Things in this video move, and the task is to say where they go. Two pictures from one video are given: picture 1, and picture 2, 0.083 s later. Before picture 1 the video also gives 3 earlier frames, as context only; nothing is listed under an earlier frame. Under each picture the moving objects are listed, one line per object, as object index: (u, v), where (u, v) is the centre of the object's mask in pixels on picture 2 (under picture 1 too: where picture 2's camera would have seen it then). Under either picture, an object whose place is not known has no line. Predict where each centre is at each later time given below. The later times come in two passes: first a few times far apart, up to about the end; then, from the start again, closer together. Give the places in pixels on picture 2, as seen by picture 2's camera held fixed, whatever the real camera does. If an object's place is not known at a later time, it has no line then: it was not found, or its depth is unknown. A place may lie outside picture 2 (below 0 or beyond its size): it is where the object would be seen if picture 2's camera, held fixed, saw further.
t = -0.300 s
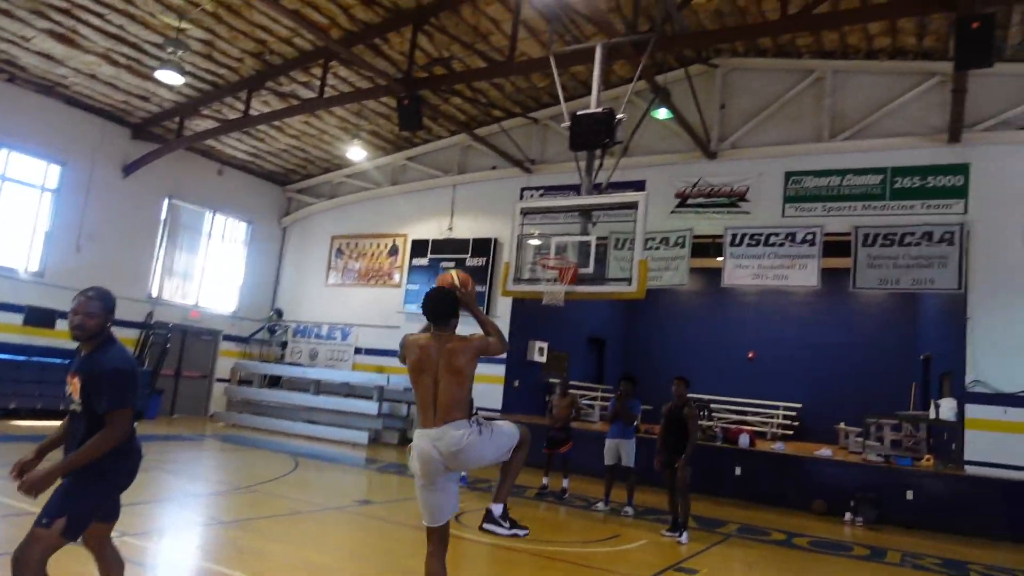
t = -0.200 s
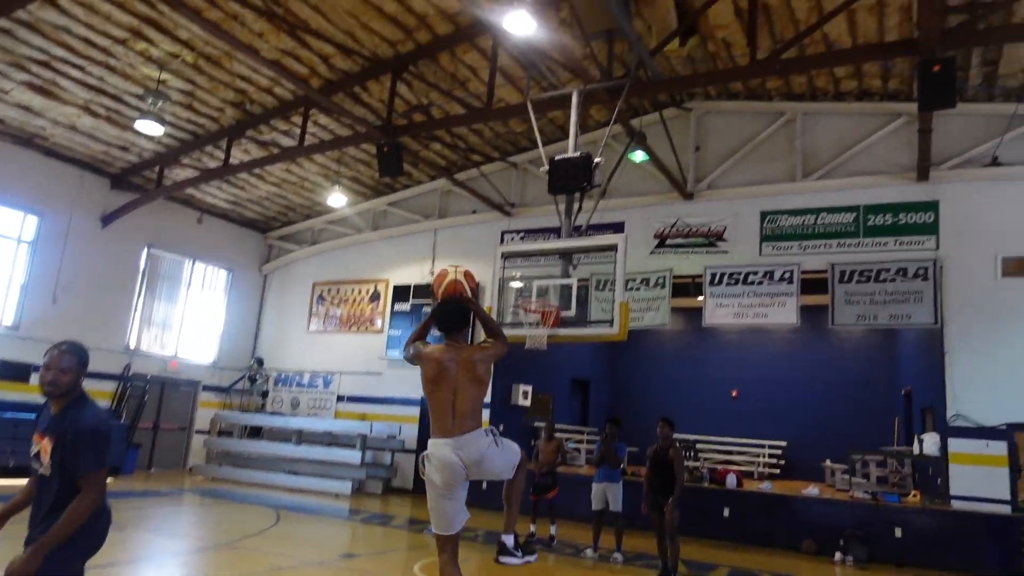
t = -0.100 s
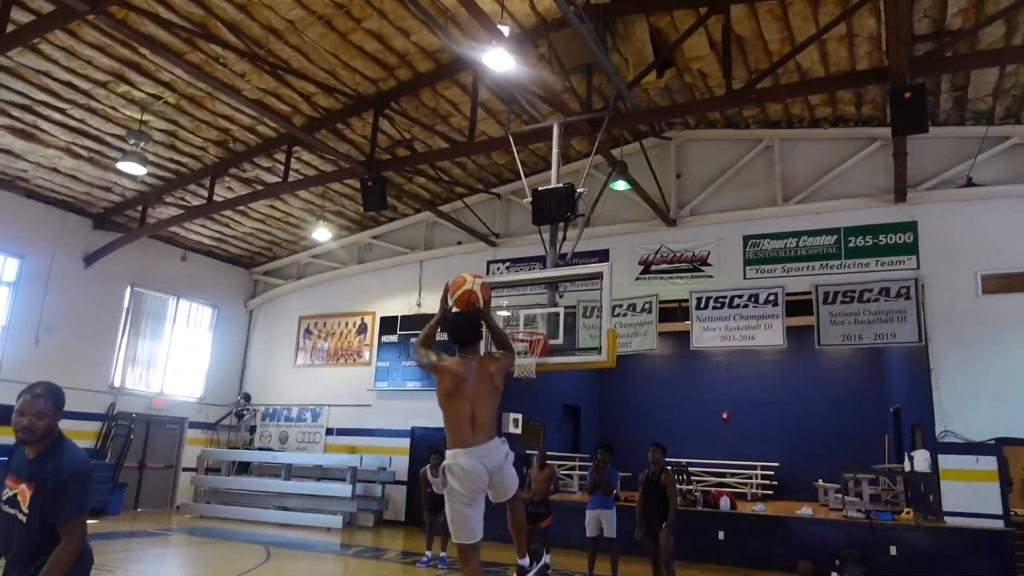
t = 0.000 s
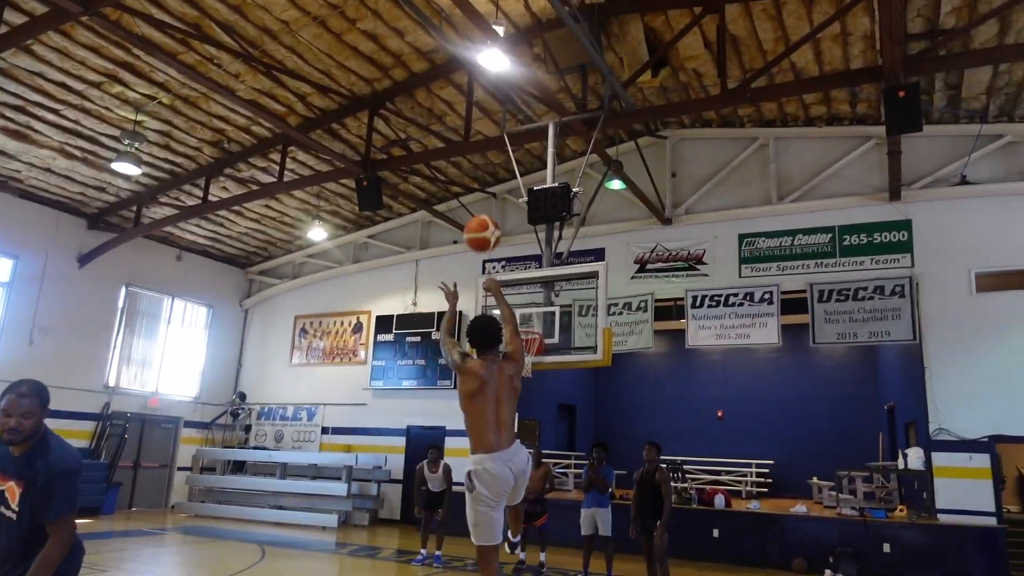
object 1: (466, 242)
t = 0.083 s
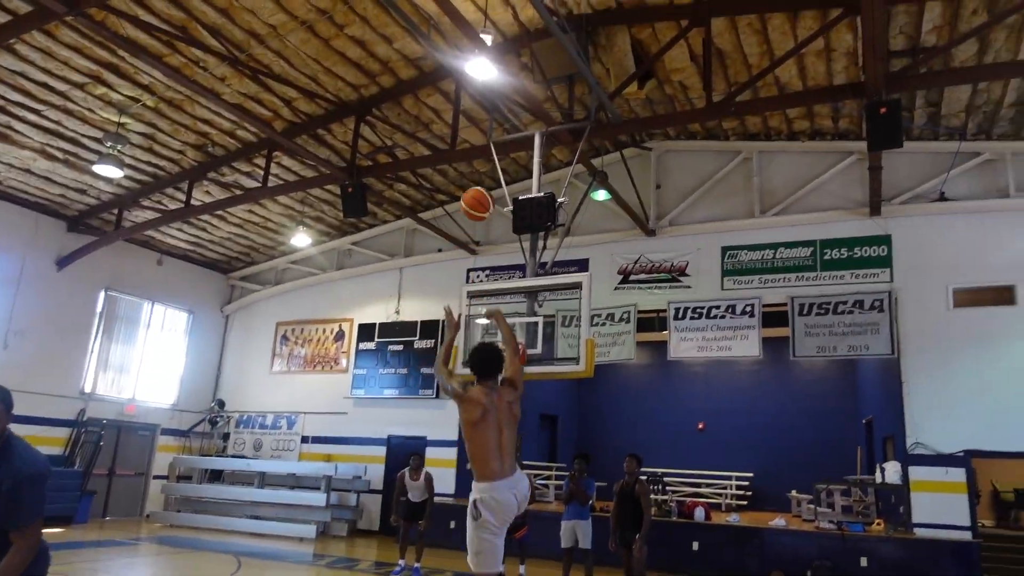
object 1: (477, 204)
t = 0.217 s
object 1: (490, 171)
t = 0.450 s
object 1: (503, 169)
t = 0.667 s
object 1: (510, 207)
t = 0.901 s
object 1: (513, 281)
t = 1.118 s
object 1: (502, 361)
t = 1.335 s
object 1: (471, 406)
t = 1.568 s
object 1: (439, 492)
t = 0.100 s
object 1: (479, 198)
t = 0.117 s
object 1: (481, 193)
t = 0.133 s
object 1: (483, 188)
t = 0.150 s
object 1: (484, 184)
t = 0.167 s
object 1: (486, 180)
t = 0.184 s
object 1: (487, 177)
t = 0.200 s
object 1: (489, 174)
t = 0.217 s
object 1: (490, 171)
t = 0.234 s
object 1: (491, 169)
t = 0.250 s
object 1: (493, 168)
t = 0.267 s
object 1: (494, 167)
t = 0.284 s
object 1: (495, 165)
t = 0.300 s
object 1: (495, 164)
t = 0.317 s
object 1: (496, 164)
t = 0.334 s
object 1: (497, 164)
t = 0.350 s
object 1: (498, 163)
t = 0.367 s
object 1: (499, 163)
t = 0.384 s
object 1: (500, 164)
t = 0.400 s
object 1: (501, 165)
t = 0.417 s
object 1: (502, 166)
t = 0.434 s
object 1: (503, 167)
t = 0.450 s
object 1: (503, 169)
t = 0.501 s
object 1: (505, 175)
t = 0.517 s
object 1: (505, 177)
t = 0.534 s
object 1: (506, 180)
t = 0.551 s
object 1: (507, 183)
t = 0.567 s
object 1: (507, 185)
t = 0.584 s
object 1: (507, 189)
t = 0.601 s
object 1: (508, 192)
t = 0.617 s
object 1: (508, 196)
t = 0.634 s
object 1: (509, 199)
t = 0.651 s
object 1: (509, 203)
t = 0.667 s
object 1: (510, 207)
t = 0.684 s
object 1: (510, 212)
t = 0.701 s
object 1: (510, 216)
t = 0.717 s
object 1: (511, 221)
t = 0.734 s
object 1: (511, 225)
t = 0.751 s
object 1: (511, 230)
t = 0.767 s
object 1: (512, 235)
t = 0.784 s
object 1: (512, 241)
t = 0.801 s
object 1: (512, 246)
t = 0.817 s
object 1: (513, 252)
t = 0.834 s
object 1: (513, 258)
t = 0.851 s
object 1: (514, 263)
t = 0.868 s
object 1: (513, 270)
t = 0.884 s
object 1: (513, 275)
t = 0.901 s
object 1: (513, 281)
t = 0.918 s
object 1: (514, 289)
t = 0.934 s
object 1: (513, 295)
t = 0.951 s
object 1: (514, 302)
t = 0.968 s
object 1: (514, 308)
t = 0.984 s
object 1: (514, 316)
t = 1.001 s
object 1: (513, 323)
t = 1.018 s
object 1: (514, 330)
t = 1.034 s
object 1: (515, 335)
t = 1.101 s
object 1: (506, 358)
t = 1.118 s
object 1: (502, 361)
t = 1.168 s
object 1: (490, 373)
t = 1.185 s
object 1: (489, 376)
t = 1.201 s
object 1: (488, 380)
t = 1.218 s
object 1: (485, 382)
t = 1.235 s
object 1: (483, 385)
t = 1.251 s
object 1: (481, 388)
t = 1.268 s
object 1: (479, 391)
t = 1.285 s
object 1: (477, 394)
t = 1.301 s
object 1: (475, 397)
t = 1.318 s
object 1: (473, 401)
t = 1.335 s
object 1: (471, 406)
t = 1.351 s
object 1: (469, 410)
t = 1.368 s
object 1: (467, 415)
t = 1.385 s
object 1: (464, 420)
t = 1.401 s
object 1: (462, 425)
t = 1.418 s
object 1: (460, 431)
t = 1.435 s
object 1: (458, 436)
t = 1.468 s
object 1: (453, 449)
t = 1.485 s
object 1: (450, 455)
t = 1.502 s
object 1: (448, 462)
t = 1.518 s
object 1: (446, 469)
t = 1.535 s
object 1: (443, 476)
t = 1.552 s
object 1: (441, 484)
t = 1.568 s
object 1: (439, 492)
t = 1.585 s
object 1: (437, 501)
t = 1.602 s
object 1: (435, 509)
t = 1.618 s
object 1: (432, 518)
